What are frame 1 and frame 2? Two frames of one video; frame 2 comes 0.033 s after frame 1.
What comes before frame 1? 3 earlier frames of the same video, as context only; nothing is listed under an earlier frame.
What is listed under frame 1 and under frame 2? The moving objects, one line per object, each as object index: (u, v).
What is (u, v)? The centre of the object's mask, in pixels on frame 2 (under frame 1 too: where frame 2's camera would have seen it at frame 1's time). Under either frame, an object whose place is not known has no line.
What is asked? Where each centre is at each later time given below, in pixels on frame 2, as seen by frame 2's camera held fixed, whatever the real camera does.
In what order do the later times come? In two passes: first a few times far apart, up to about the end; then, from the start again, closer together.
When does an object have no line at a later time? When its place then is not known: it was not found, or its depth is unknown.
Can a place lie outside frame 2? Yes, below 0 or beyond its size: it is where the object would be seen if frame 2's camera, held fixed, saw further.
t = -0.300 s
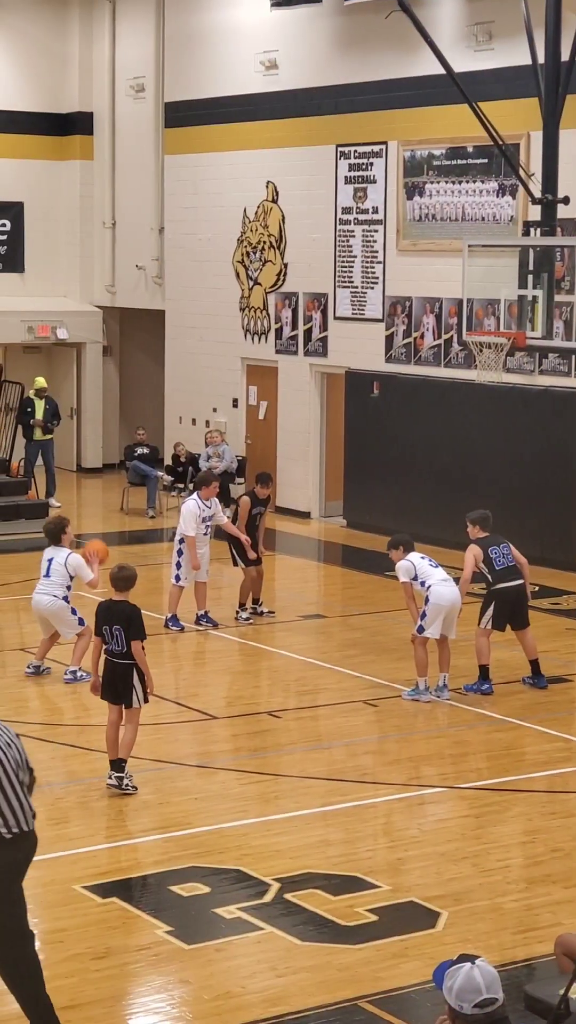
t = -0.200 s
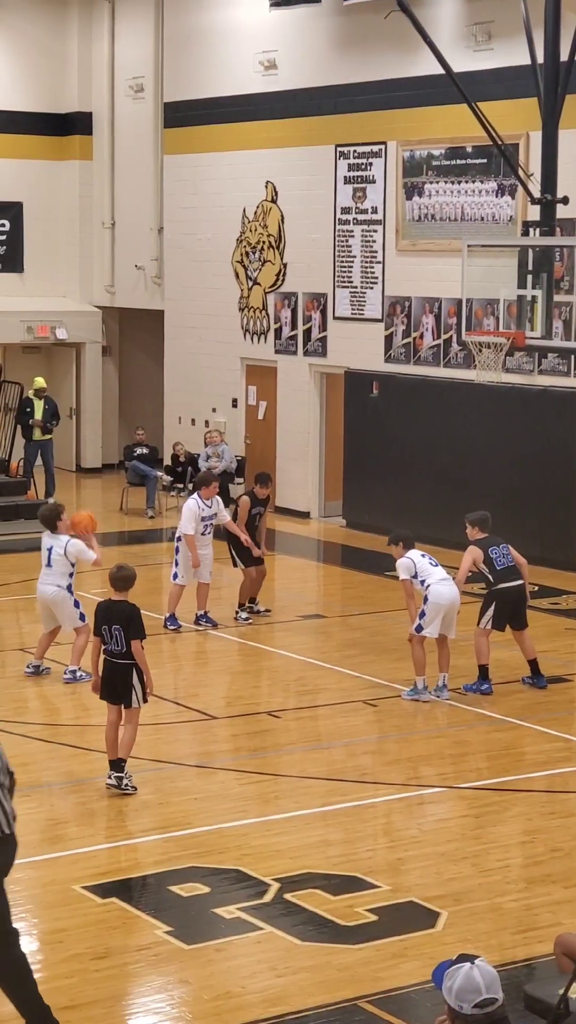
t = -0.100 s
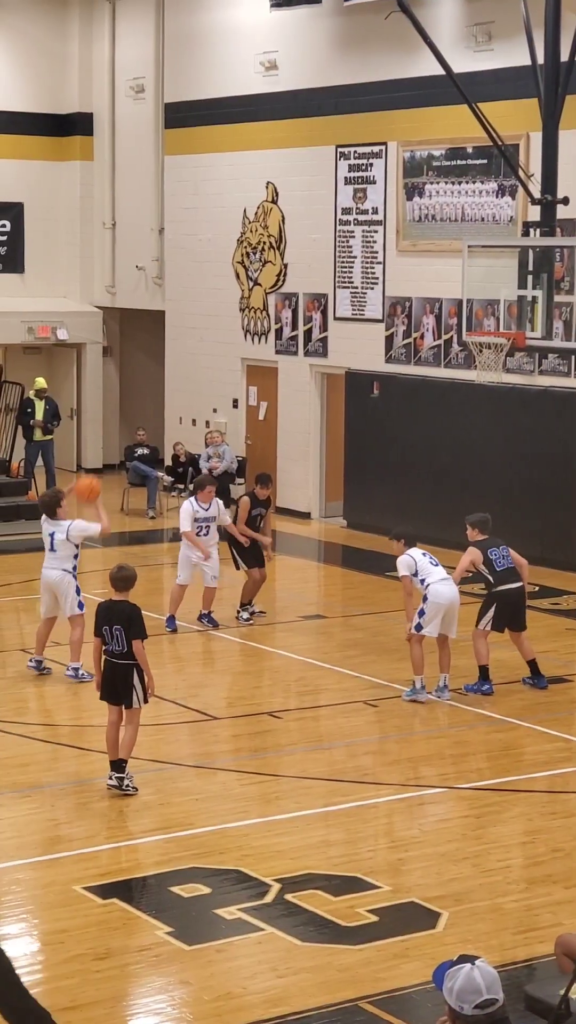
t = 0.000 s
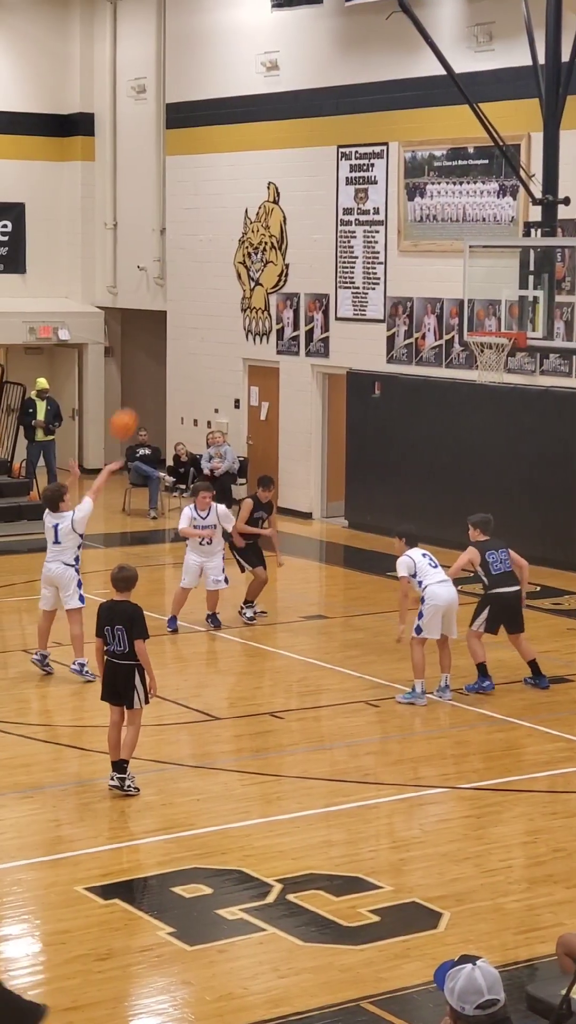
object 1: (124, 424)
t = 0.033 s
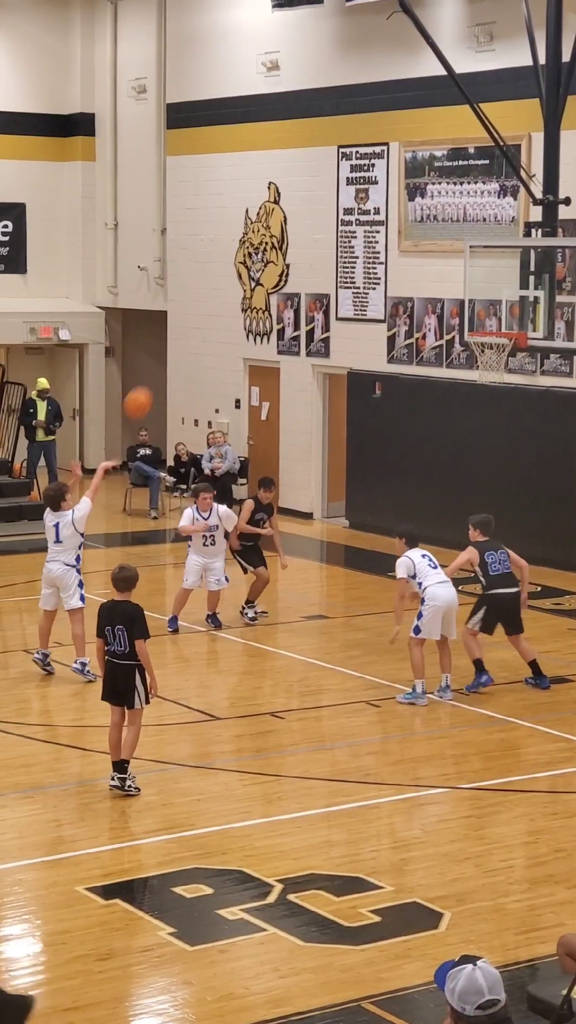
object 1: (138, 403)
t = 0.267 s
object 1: (232, 288)
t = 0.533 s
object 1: (332, 233)
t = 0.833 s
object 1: (434, 257)
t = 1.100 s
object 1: (483, 324)
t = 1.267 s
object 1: (449, 328)
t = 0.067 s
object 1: (152, 382)
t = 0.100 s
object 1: (164, 364)
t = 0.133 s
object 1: (179, 346)
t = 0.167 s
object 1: (193, 329)
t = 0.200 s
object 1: (206, 314)
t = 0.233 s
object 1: (219, 301)
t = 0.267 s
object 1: (232, 288)
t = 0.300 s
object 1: (244, 277)
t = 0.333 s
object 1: (257, 268)
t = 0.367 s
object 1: (270, 259)
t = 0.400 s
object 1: (283, 251)
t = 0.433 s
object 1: (296, 245)
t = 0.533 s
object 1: (332, 233)
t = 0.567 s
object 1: (344, 232)
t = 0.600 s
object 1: (355, 231)
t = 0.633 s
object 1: (367, 231)
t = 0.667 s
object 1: (378, 233)
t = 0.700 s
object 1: (390, 236)
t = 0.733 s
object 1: (401, 240)
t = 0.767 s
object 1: (412, 245)
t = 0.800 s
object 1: (423, 250)
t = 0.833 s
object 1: (434, 257)
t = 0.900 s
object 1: (455, 274)
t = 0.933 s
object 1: (465, 285)
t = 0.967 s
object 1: (476, 295)
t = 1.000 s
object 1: (485, 307)
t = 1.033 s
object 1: (495, 319)
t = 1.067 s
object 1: (489, 325)
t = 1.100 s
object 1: (483, 324)
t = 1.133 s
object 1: (476, 323)
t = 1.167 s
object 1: (469, 323)
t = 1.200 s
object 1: (462, 323)
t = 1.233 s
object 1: (456, 325)
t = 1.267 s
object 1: (449, 328)
